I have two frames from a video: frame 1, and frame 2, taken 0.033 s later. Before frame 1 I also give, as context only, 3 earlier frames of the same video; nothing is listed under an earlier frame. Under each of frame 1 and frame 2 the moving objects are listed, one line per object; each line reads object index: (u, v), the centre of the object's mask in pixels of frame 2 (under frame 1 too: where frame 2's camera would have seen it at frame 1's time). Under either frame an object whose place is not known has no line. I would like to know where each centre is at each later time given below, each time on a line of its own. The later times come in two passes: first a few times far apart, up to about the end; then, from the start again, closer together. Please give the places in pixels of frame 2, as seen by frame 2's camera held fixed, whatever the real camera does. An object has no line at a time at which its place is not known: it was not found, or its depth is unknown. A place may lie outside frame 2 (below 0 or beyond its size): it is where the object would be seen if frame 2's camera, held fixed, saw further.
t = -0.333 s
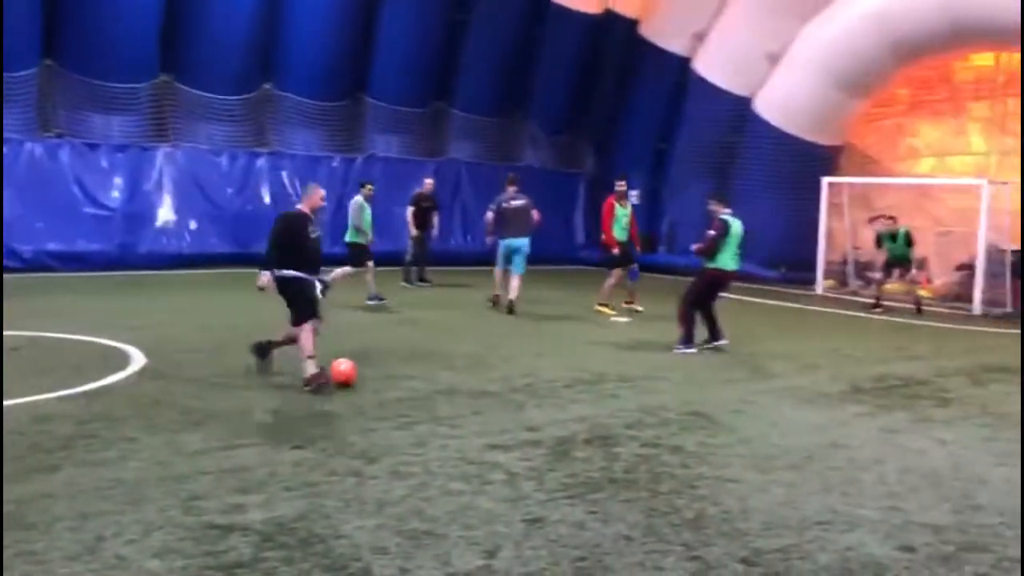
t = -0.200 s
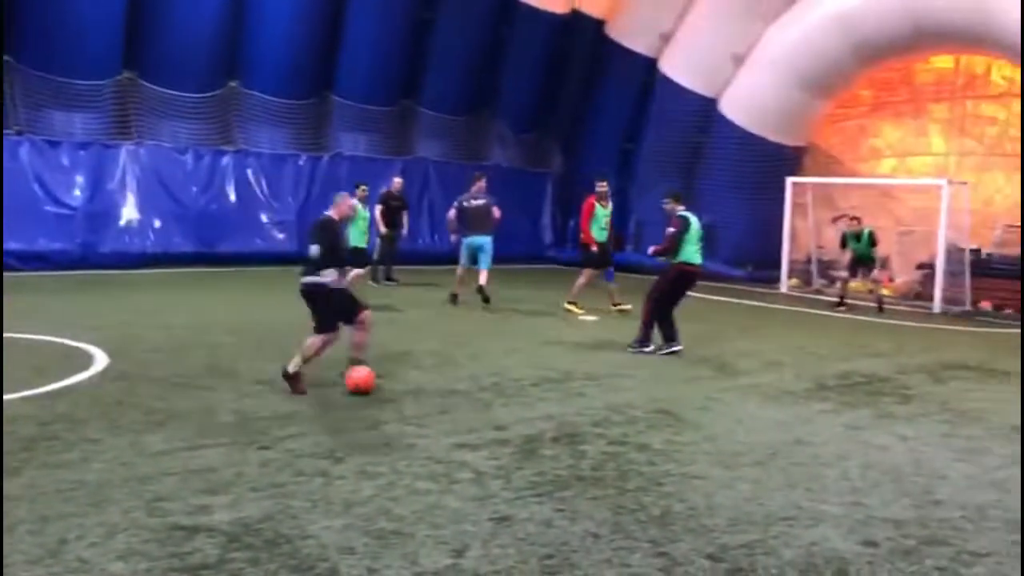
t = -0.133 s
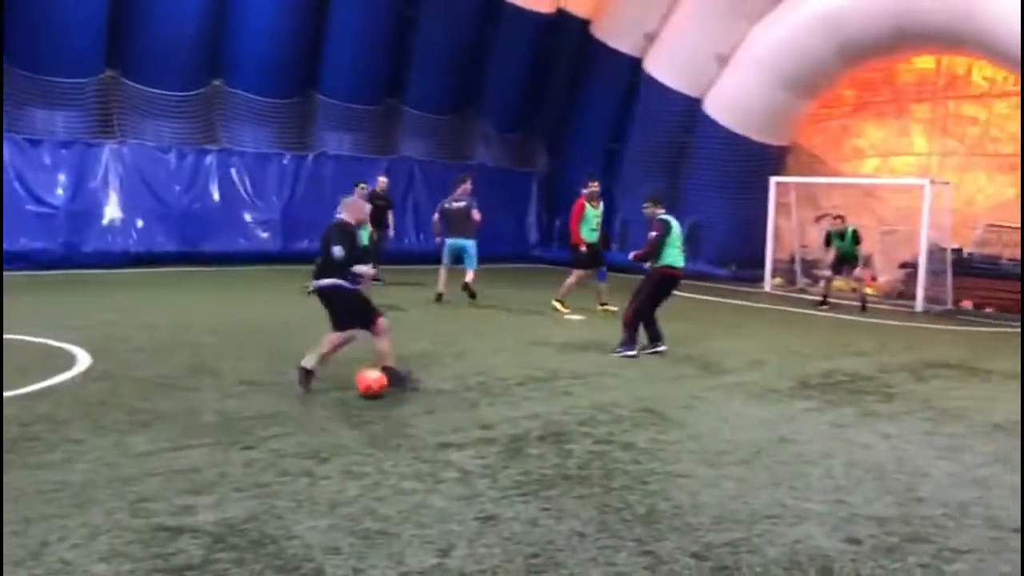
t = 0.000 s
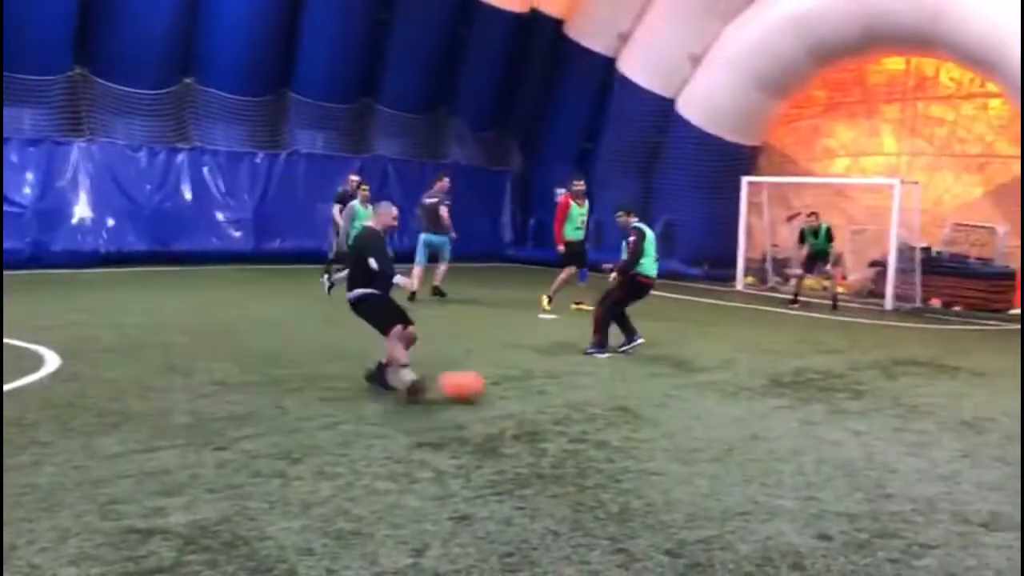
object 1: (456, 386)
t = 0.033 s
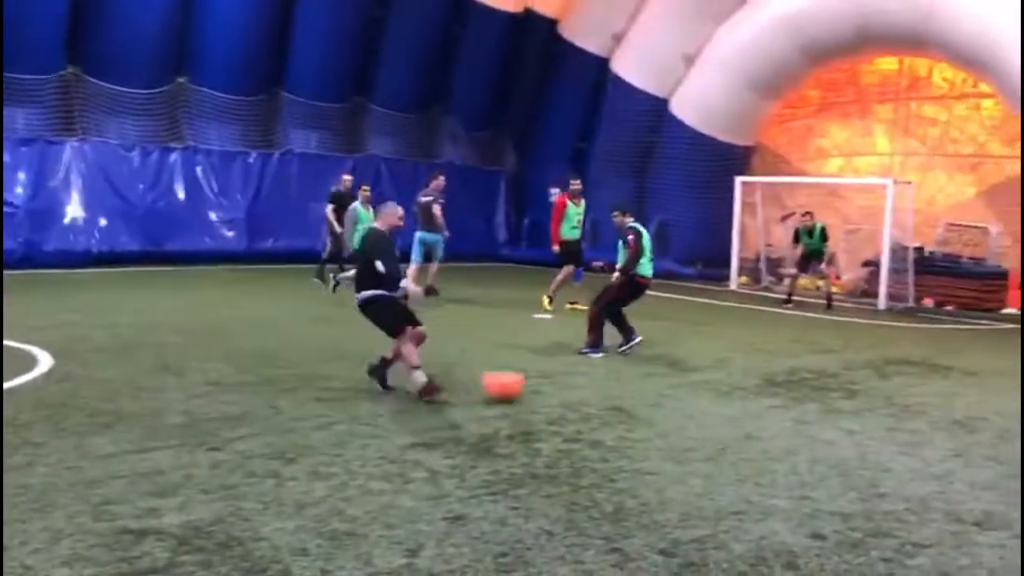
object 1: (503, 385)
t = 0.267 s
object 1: (799, 390)
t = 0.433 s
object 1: (975, 398)
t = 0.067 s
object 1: (549, 387)
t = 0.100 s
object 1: (596, 388)
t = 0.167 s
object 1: (682, 391)
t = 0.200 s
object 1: (723, 390)
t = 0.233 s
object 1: (761, 390)
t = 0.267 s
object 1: (799, 390)
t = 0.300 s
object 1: (838, 391)
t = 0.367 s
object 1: (909, 396)
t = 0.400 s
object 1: (943, 396)
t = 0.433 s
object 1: (975, 398)
